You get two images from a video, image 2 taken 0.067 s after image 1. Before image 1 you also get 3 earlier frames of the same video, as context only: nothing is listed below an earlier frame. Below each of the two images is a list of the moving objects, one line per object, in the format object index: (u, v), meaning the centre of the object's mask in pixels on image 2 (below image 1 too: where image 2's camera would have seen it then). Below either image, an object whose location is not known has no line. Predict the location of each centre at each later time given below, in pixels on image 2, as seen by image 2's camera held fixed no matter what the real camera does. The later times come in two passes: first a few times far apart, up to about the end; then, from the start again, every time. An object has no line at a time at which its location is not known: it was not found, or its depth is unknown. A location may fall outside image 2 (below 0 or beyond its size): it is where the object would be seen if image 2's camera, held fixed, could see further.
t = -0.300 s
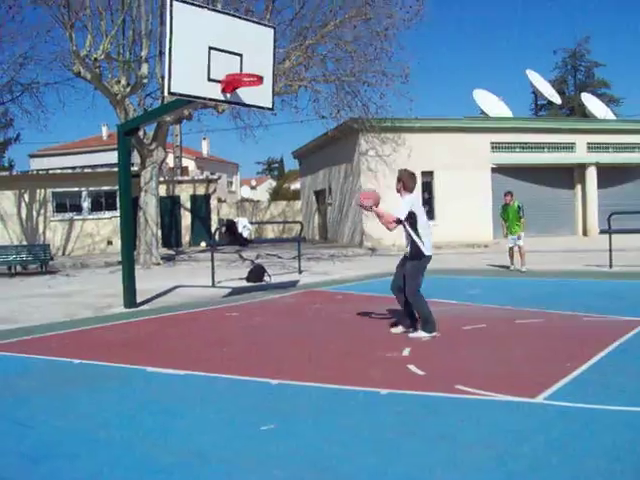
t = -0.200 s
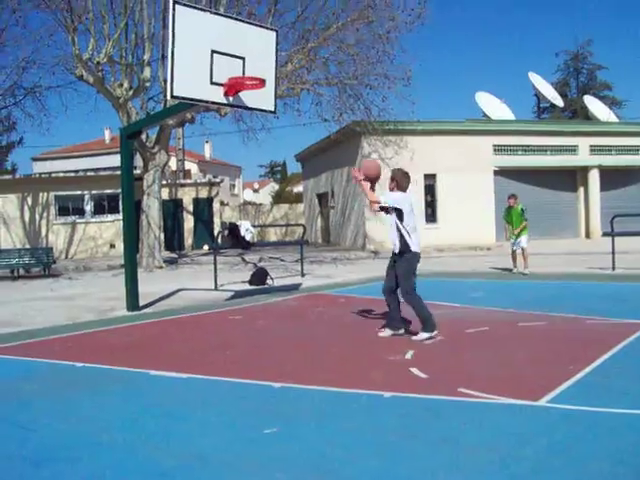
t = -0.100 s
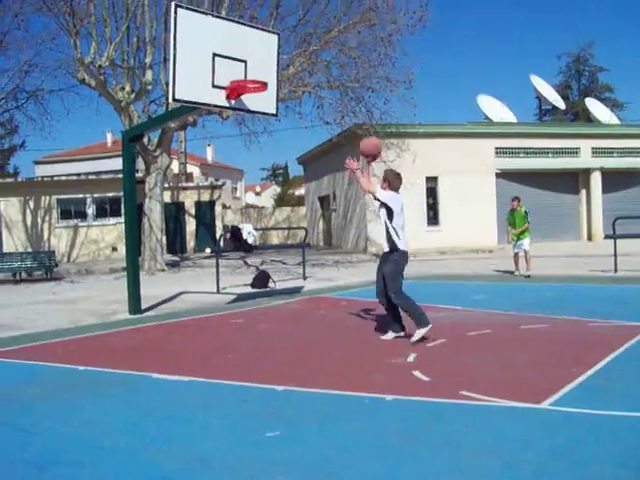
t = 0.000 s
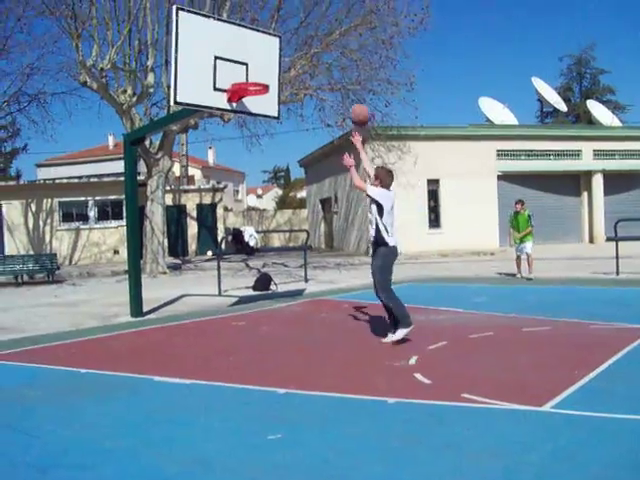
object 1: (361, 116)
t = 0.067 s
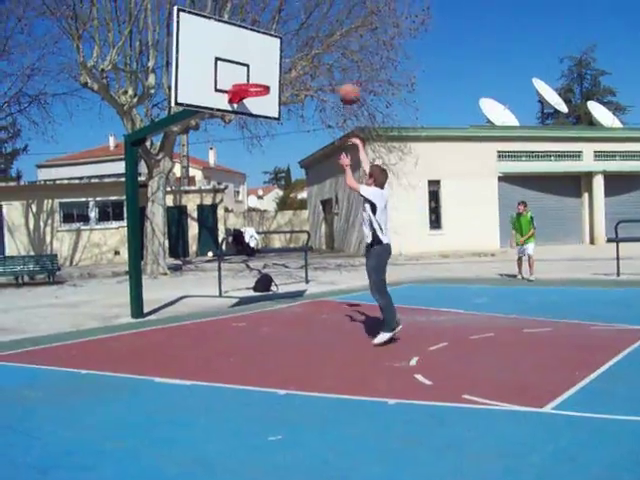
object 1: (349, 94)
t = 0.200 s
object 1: (328, 63)
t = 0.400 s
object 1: (300, 47)
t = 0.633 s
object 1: (272, 70)
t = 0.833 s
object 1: (268, 66)
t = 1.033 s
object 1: (270, 73)
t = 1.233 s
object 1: (274, 107)
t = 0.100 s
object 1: (343, 84)
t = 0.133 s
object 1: (338, 76)
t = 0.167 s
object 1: (333, 69)
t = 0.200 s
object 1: (328, 63)
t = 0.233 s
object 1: (322, 58)
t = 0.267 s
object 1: (318, 54)
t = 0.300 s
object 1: (314, 51)
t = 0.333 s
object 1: (309, 48)
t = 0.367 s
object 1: (305, 48)
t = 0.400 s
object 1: (300, 47)
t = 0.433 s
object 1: (296, 48)
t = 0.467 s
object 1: (292, 49)
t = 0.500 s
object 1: (288, 52)
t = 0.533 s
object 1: (284, 55)
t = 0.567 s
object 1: (280, 59)
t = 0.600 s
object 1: (276, 64)
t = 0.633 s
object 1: (272, 70)
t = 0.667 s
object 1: (269, 76)
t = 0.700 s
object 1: (267, 78)
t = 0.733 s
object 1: (267, 74)
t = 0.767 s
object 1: (267, 71)
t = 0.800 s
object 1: (268, 68)
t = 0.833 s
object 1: (268, 66)
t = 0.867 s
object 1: (268, 65)
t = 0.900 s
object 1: (269, 65)
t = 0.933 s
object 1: (269, 66)
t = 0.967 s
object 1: (269, 67)
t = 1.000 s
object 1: (270, 70)
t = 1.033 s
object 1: (270, 73)
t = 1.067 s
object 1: (270, 77)
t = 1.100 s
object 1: (271, 80)
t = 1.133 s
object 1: (274, 86)
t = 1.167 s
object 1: (274, 93)
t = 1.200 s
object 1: (274, 100)
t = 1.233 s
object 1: (274, 107)
